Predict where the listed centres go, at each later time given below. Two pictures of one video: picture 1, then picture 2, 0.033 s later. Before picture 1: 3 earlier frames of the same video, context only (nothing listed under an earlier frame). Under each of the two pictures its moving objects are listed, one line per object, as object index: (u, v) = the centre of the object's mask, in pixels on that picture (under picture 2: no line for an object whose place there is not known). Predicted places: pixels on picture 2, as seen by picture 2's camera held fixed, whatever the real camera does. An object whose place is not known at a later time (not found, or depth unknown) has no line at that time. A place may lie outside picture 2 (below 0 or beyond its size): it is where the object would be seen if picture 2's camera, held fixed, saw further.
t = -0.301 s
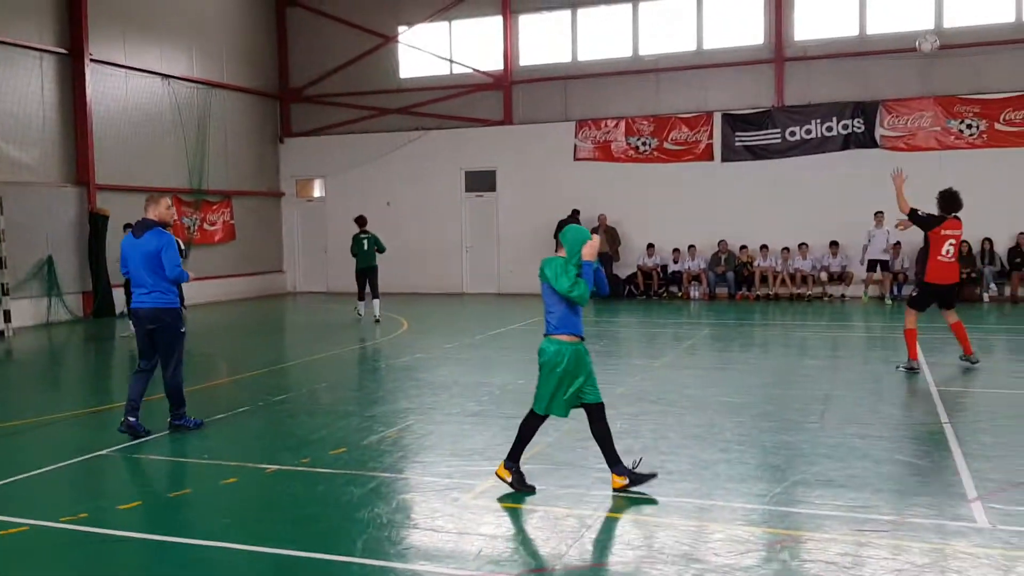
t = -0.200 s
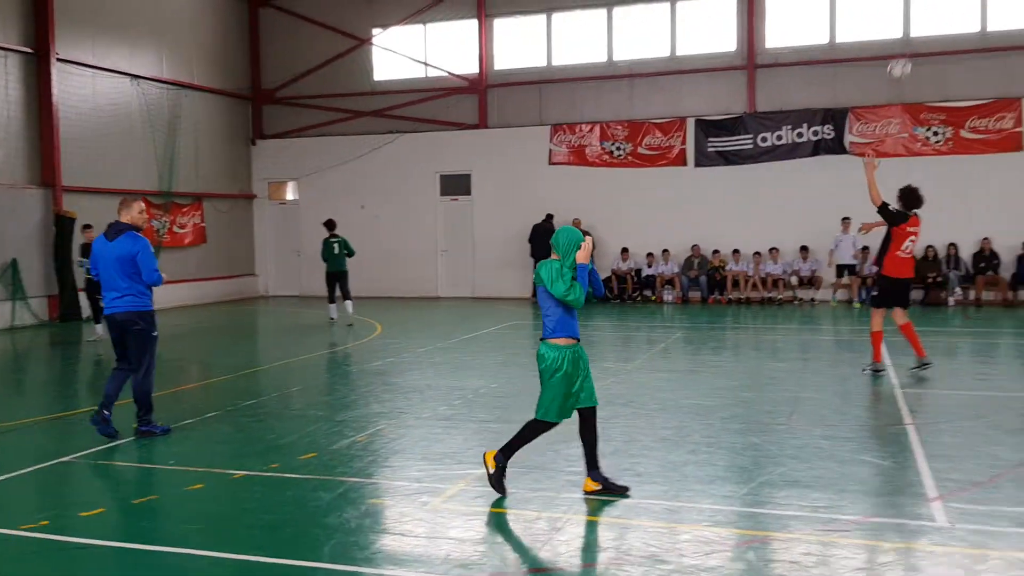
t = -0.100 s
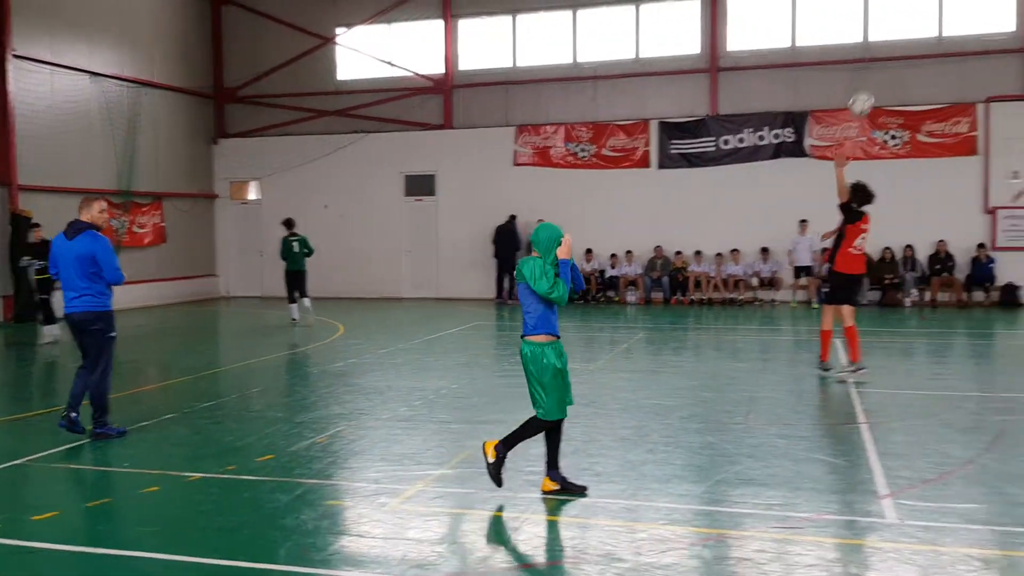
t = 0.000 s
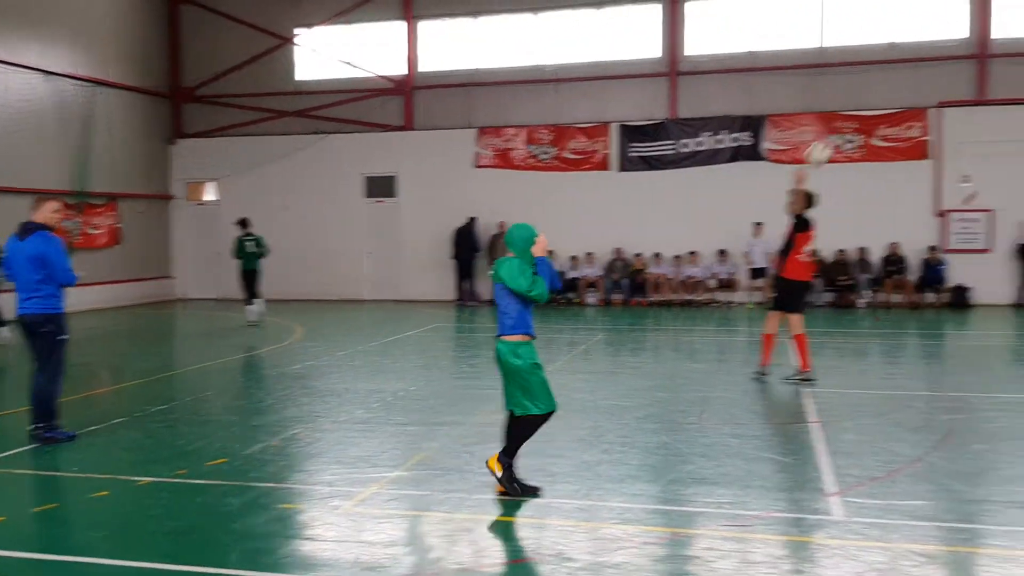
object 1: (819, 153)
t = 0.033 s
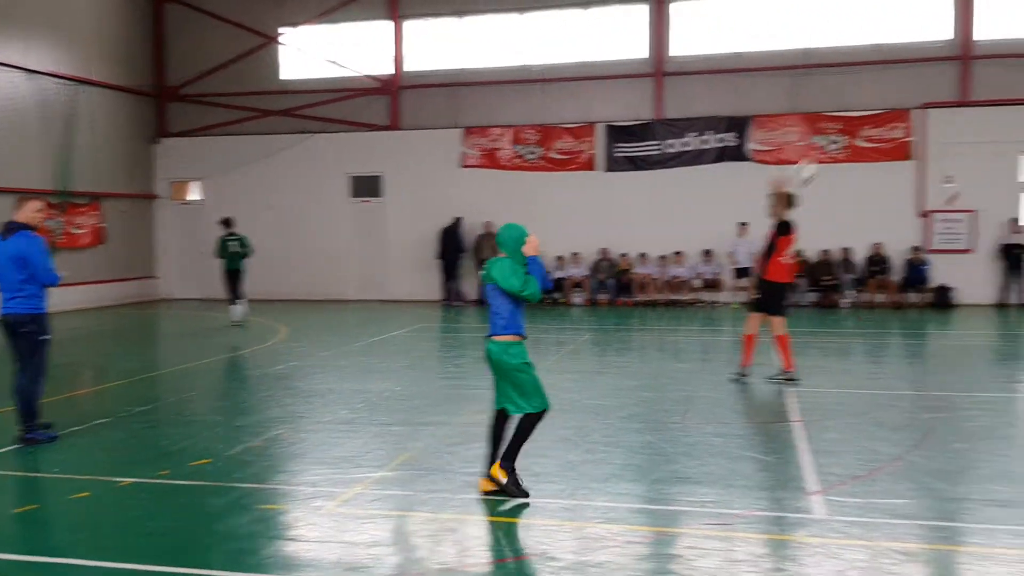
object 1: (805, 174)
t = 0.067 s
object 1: (806, 195)
